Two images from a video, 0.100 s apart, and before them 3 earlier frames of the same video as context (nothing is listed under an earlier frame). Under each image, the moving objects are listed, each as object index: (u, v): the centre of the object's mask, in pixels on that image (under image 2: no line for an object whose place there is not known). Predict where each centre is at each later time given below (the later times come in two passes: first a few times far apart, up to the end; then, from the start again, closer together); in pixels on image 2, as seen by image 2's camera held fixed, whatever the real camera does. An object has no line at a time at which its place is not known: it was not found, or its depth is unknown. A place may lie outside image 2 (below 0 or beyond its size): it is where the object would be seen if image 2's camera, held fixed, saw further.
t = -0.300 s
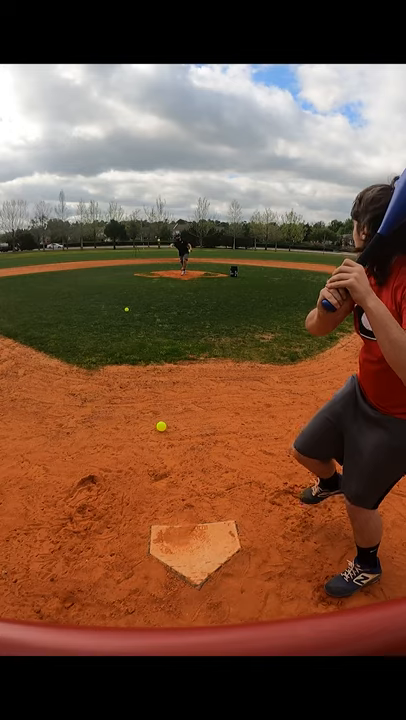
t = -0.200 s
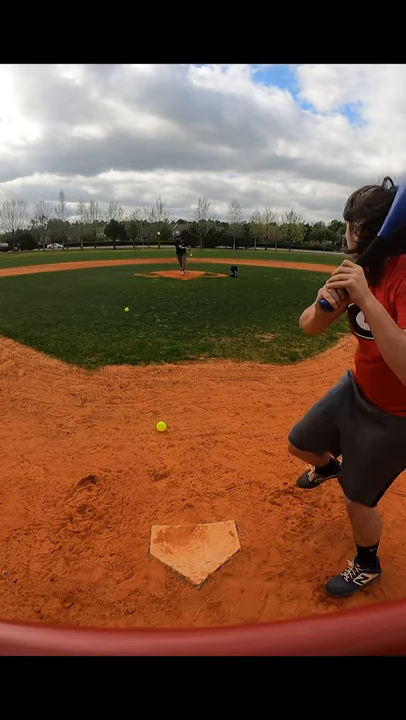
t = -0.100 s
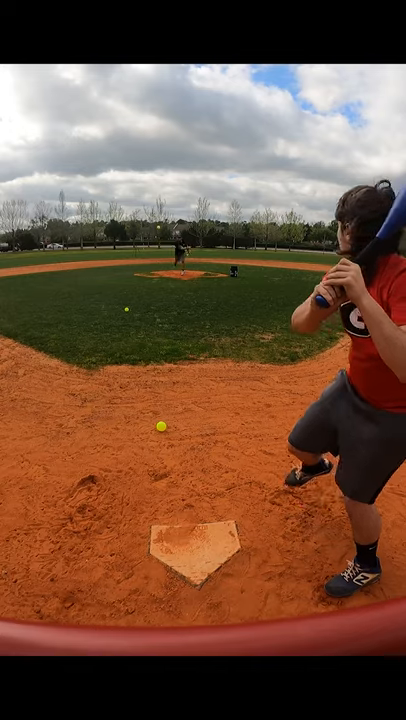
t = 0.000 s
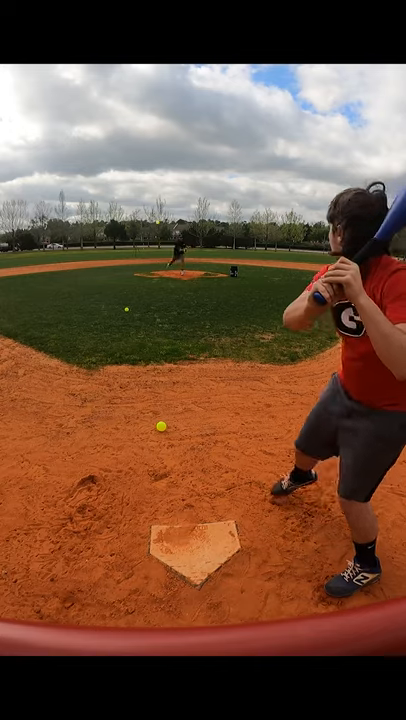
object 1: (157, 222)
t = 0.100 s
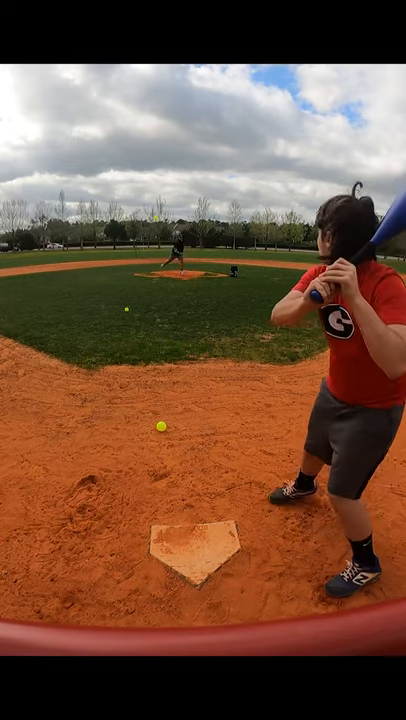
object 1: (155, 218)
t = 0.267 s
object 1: (150, 217)
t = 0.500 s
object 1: (89, 347)
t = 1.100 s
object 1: (61, 622)
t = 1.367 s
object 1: (12, 561)
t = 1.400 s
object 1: (8, 555)
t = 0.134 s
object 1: (155, 218)
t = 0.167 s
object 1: (154, 217)
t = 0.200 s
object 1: (152, 217)
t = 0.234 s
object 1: (151, 217)
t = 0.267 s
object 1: (150, 217)
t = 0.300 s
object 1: (147, 219)
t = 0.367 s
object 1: (140, 228)
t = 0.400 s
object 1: (134, 237)
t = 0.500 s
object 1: (89, 347)
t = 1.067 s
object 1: (71, 625)
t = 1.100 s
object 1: (61, 622)
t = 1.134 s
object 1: (53, 618)
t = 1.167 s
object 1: (45, 613)
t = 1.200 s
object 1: (38, 605)
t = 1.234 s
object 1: (32, 594)
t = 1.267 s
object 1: (26, 586)
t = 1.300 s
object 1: (21, 579)
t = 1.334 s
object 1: (16, 569)
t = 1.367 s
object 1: (12, 561)
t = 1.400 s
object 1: (8, 555)
